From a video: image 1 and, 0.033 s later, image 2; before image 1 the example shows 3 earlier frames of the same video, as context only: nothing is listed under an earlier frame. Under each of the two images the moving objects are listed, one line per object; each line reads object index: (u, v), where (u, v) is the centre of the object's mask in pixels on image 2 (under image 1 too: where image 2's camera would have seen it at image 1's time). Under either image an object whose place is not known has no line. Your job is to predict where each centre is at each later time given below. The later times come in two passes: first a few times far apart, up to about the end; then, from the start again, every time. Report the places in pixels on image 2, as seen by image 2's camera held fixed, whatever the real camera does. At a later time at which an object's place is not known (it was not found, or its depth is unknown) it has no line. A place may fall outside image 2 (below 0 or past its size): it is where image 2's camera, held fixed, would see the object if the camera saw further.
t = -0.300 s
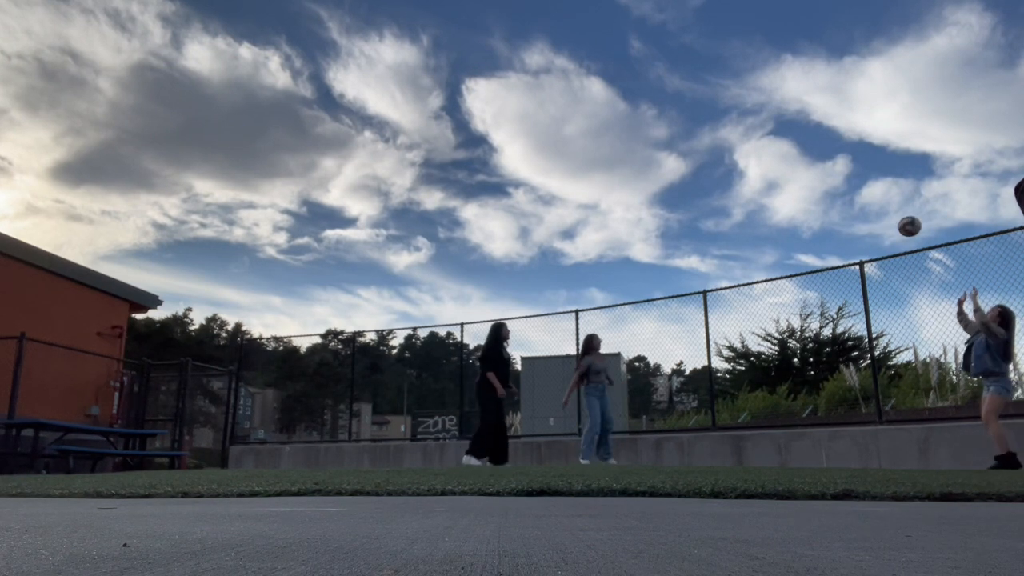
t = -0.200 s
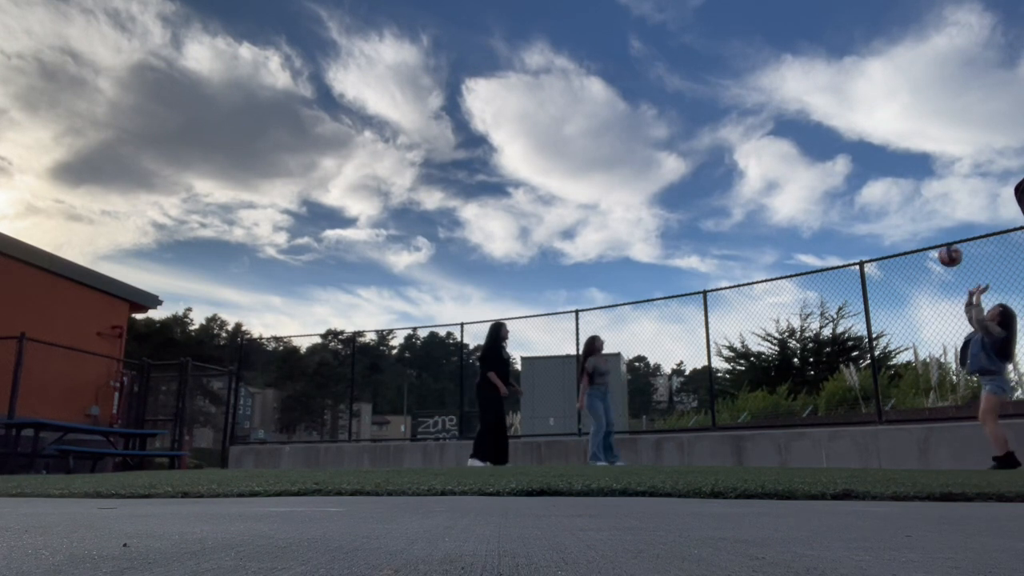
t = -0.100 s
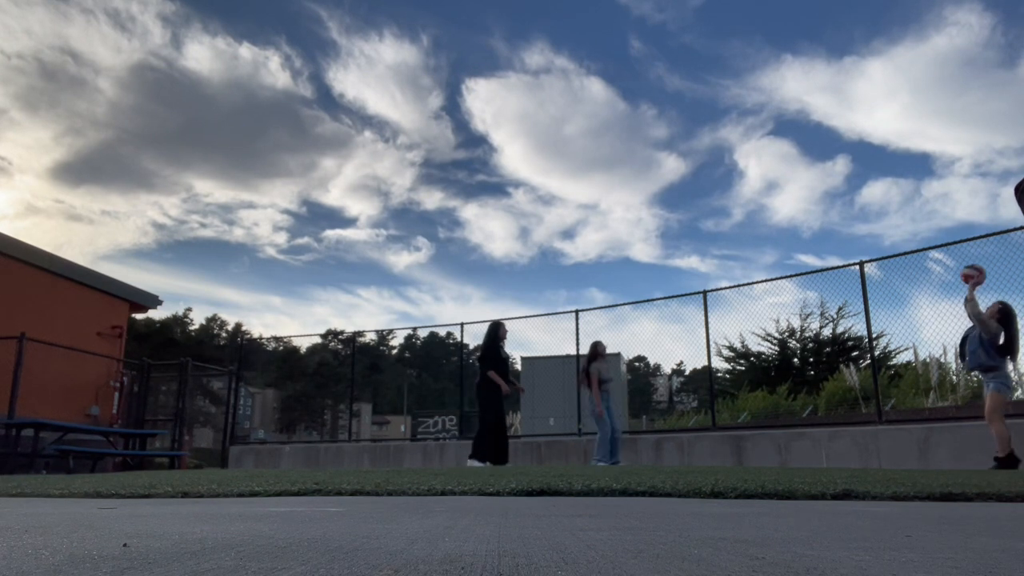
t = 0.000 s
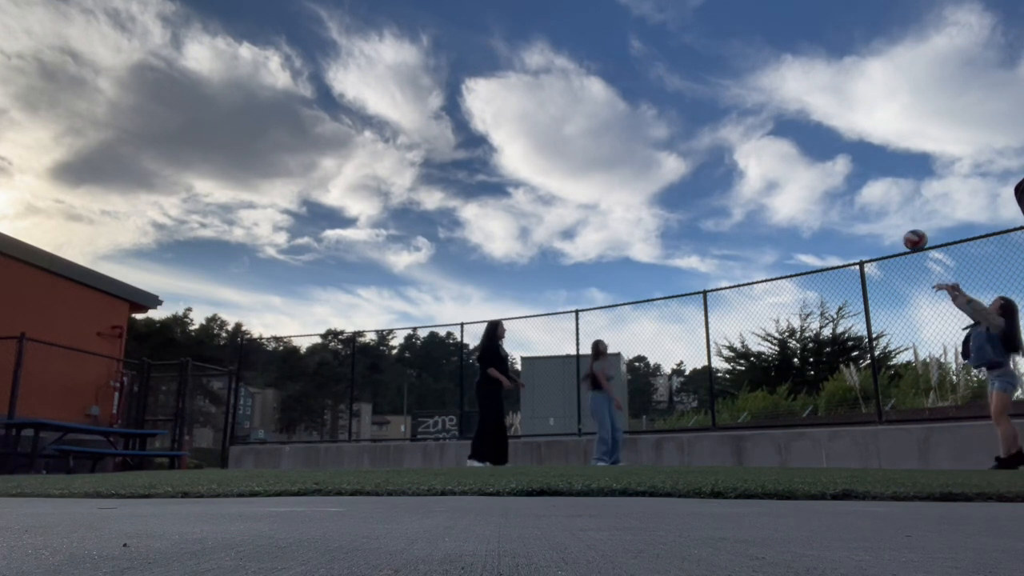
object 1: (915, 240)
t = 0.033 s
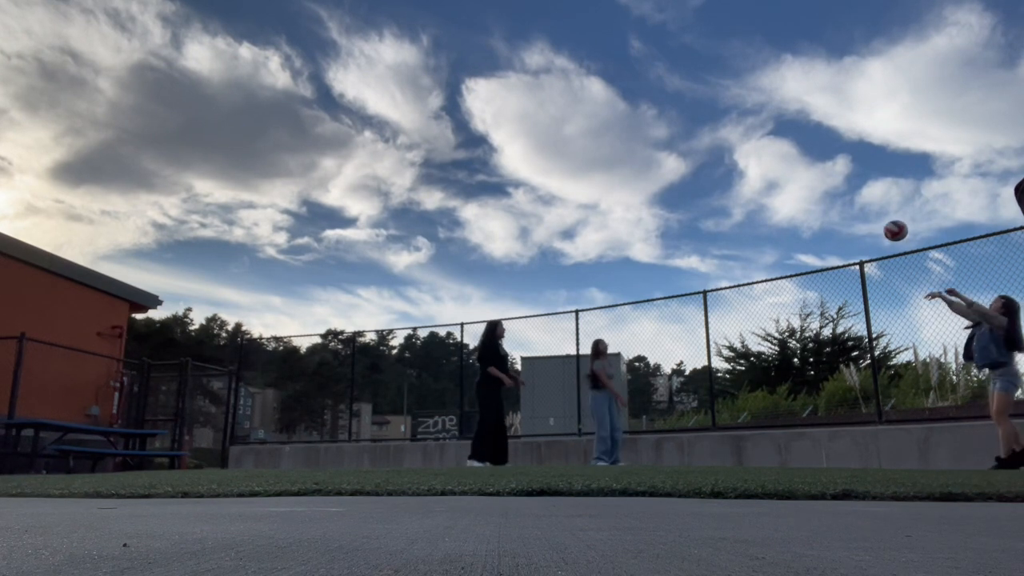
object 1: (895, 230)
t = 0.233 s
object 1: (789, 200)
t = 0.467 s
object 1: (684, 214)
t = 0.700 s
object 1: (591, 272)
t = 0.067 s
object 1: (876, 223)
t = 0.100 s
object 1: (858, 216)
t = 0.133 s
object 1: (840, 210)
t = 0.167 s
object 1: (822, 206)
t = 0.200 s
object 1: (806, 202)
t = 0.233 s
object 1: (789, 200)
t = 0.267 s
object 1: (773, 199)
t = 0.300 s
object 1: (757, 199)
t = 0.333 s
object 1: (742, 200)
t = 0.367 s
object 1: (727, 202)
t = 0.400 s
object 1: (713, 205)
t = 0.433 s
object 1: (698, 209)
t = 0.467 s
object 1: (684, 214)
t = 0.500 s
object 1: (670, 220)
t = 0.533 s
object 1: (656, 226)
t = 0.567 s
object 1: (643, 233)
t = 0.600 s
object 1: (629, 242)
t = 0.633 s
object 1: (617, 251)
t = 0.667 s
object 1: (604, 261)
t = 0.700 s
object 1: (591, 272)
